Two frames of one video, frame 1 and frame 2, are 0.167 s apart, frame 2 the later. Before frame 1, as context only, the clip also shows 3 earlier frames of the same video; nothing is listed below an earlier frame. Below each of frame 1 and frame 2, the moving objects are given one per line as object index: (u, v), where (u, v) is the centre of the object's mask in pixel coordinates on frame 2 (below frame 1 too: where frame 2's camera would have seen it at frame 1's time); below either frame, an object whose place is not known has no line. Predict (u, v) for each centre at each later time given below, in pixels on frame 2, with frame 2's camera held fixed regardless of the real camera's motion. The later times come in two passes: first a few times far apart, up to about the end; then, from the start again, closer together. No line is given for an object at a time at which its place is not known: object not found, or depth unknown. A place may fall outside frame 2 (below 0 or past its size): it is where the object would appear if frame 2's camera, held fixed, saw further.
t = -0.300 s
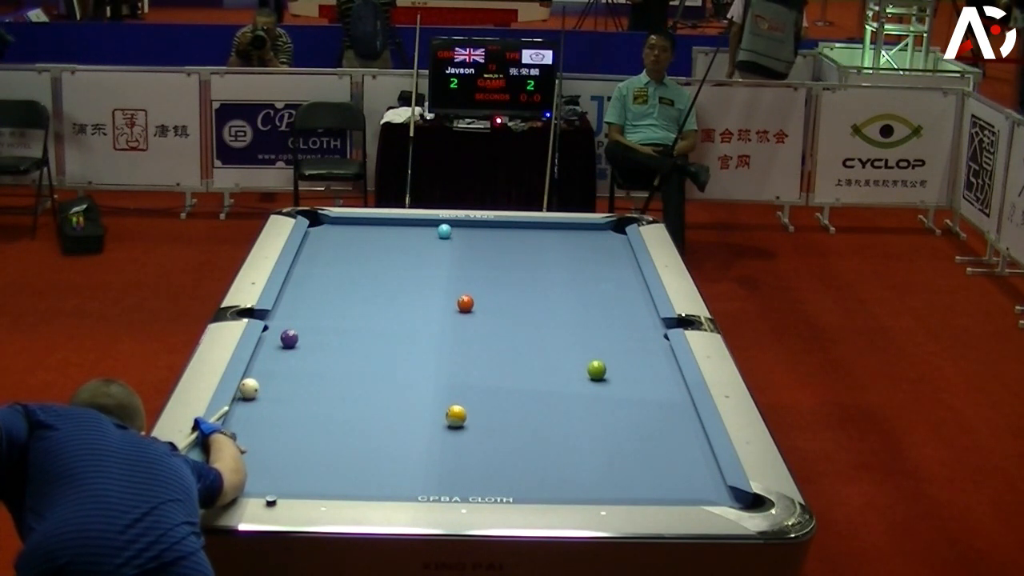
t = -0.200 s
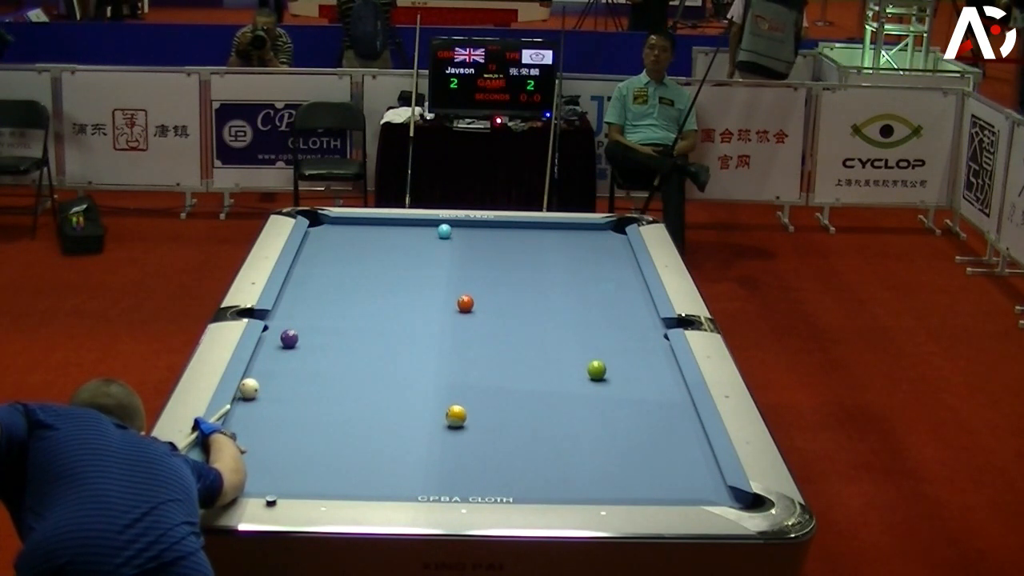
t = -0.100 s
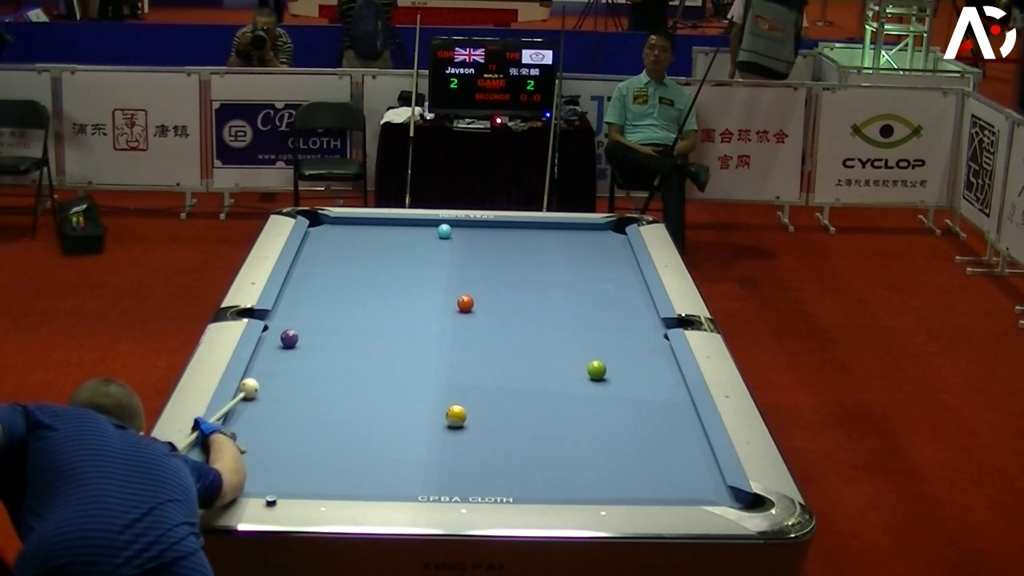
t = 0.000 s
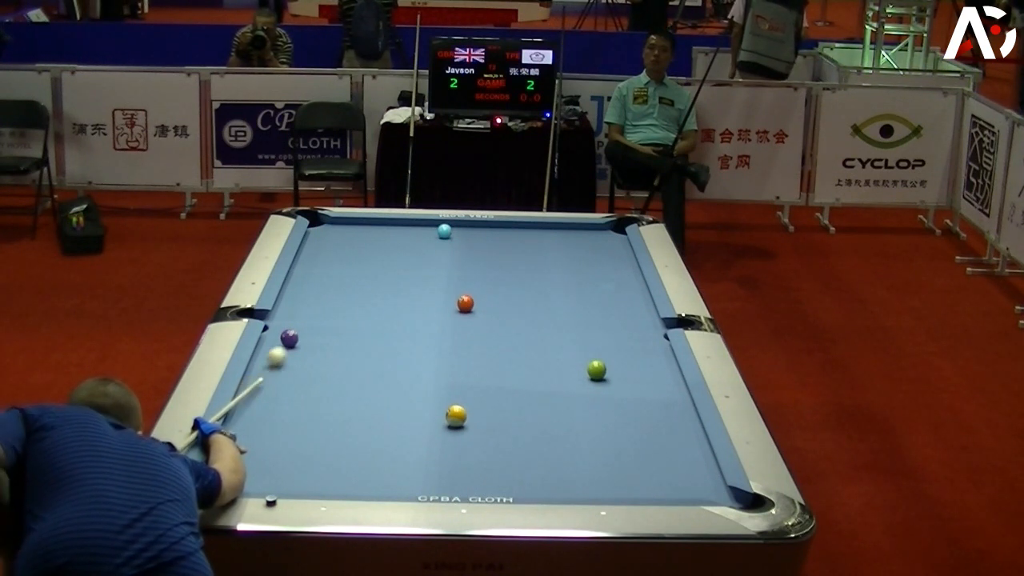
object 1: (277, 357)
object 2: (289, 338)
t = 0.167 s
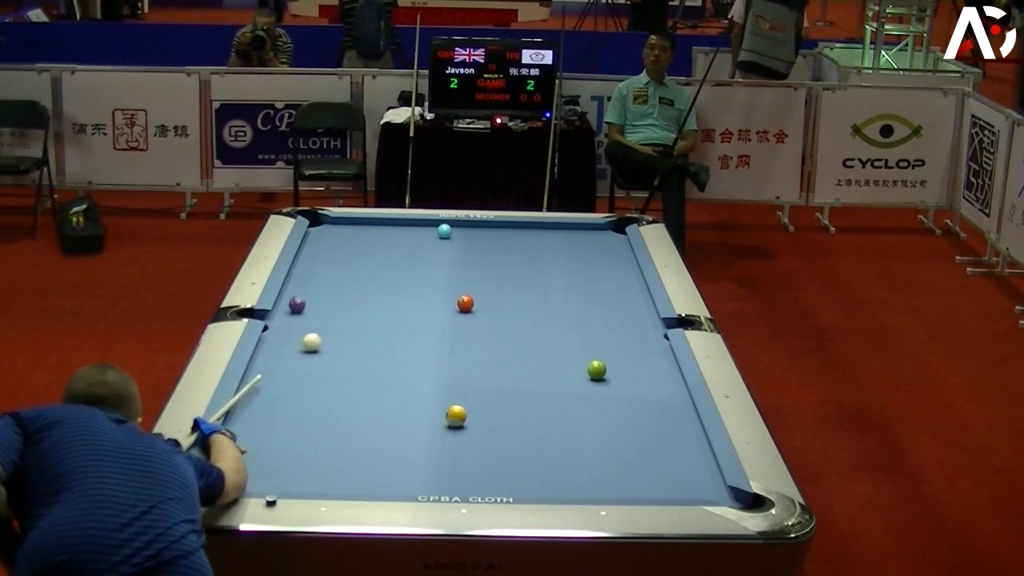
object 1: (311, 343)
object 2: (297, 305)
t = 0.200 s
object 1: (317, 342)
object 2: (298, 298)
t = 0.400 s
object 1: (350, 339)
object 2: (307, 262)
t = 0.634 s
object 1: (386, 334)
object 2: (314, 231)
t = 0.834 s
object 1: (416, 331)
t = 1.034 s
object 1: (444, 328)
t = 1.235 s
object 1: (470, 325)
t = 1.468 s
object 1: (500, 322)
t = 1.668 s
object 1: (524, 319)
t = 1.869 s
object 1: (547, 316)
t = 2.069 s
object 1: (568, 314)
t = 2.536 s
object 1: (610, 305)
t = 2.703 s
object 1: (629, 307)
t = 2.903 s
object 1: (645, 306)
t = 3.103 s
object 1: (639, 305)
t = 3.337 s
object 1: (630, 303)
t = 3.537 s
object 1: (624, 302)
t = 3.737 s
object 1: (618, 302)
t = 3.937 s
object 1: (614, 301)
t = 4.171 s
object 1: (610, 301)
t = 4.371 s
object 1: (608, 300)
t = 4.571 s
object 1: (607, 300)
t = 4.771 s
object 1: (607, 300)
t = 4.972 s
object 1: (607, 300)
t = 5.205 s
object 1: (607, 300)
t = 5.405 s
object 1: (607, 300)
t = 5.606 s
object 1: (607, 300)
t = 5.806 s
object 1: (607, 300)
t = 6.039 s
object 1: (607, 300)
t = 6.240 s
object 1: (607, 300)
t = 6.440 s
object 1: (607, 300)
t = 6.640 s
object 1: (607, 300)
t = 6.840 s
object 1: (607, 300)
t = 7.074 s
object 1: (607, 300)
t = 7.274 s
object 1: (607, 300)
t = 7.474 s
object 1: (606, 300)
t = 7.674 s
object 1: (607, 300)
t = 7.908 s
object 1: (606, 300)
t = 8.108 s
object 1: (607, 300)
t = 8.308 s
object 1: (606, 300)
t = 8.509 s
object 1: (607, 300)
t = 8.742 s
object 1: (607, 300)
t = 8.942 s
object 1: (606, 300)
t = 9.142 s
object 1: (607, 300)
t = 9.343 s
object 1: (607, 300)
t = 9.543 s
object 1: (606, 300)
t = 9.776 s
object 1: (607, 300)
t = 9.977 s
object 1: (607, 300)
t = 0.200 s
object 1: (317, 342)
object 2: (298, 298)
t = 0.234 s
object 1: (323, 342)
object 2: (300, 291)
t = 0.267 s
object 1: (328, 341)
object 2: (301, 284)
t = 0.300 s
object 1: (334, 340)
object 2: (303, 278)
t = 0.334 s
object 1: (339, 340)
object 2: (304, 272)
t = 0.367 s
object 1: (344, 339)
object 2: (306, 267)
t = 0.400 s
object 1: (350, 339)
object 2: (307, 262)
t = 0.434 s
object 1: (355, 338)
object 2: (308, 257)
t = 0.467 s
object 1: (361, 337)
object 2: (309, 252)
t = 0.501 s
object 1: (365, 337)
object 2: (310, 248)
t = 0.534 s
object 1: (371, 336)
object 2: (311, 244)
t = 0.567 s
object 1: (376, 336)
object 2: (312, 240)
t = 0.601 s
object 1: (381, 335)
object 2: (313, 236)
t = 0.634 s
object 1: (386, 334)
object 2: (314, 231)
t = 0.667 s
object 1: (391, 334)
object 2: (315, 227)
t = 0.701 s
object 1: (396, 333)
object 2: (316, 223)
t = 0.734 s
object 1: (401, 333)
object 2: (317, 220)
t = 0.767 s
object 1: (406, 332)
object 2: (314, 218)
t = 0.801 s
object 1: (411, 331)
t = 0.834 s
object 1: (416, 331)
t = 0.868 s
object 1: (420, 331)
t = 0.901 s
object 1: (425, 330)
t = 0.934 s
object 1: (430, 329)
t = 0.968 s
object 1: (435, 329)
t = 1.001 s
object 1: (439, 328)
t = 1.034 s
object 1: (444, 328)
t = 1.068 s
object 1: (448, 327)
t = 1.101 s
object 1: (453, 327)
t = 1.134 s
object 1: (457, 326)
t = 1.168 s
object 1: (462, 326)
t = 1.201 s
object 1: (466, 325)
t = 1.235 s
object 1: (470, 325)
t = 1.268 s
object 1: (475, 324)
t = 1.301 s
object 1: (479, 324)
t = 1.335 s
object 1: (484, 323)
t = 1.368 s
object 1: (488, 323)
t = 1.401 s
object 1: (492, 323)
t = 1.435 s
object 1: (496, 322)
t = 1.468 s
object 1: (500, 322)
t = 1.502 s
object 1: (505, 321)
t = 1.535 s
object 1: (508, 321)
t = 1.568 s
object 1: (513, 320)
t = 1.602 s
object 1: (516, 320)
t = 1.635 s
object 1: (520, 319)
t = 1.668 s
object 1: (524, 319)
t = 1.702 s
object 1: (528, 318)
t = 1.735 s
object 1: (533, 318)
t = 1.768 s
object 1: (536, 317)
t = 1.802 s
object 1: (539, 317)
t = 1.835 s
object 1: (543, 317)
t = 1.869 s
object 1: (547, 316)
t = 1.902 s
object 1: (551, 316)
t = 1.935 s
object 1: (554, 316)
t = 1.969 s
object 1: (558, 315)
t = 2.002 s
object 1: (561, 315)
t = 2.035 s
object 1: (565, 314)
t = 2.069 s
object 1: (568, 314)
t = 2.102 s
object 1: (575, 309)
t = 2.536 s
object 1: (610, 305)
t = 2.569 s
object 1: (617, 308)
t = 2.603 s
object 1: (620, 308)
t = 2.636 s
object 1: (623, 308)
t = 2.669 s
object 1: (626, 307)
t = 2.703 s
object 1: (629, 307)
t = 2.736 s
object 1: (631, 307)
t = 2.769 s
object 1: (634, 307)
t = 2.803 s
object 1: (637, 306)
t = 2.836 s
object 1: (640, 306)
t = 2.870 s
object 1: (642, 306)
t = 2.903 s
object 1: (645, 306)
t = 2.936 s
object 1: (646, 305)
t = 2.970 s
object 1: (644, 305)
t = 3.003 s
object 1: (643, 305)
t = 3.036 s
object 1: (642, 305)
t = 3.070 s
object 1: (641, 304)
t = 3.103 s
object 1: (639, 305)
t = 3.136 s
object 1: (638, 304)
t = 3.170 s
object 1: (637, 304)
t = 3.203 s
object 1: (635, 304)
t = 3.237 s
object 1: (634, 304)
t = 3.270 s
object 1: (632, 303)
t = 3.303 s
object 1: (631, 303)
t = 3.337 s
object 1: (630, 303)
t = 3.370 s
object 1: (629, 303)
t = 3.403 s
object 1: (628, 303)
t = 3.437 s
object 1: (627, 303)
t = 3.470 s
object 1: (626, 303)
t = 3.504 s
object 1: (625, 302)
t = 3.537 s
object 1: (624, 302)
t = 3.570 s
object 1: (623, 302)
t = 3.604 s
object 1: (622, 302)
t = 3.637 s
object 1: (621, 302)
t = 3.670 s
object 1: (620, 302)
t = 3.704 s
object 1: (620, 302)
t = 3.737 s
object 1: (618, 302)
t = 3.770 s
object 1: (617, 302)
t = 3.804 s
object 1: (617, 302)
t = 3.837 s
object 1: (616, 302)
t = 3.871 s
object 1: (615, 301)
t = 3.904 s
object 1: (615, 301)
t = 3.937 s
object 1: (614, 301)
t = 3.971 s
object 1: (613, 301)
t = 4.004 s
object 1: (613, 301)
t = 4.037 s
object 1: (612, 301)
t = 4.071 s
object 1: (612, 301)
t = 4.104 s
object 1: (611, 301)
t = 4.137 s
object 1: (611, 301)
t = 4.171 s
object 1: (610, 301)
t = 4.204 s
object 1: (610, 301)
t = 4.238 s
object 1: (610, 300)
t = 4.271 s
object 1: (609, 300)
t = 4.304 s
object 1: (609, 300)
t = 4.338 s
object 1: (608, 300)
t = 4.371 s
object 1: (608, 300)
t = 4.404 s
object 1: (607, 300)
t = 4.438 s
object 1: (607, 300)
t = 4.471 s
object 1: (607, 300)
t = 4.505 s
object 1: (607, 300)
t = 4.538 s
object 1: (607, 300)
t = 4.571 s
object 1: (607, 300)
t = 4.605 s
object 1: (607, 300)
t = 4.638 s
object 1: (607, 300)
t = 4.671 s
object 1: (607, 300)
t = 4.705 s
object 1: (607, 300)
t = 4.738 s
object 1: (607, 300)
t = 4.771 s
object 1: (607, 300)
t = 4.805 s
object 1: (607, 300)
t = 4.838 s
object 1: (607, 300)
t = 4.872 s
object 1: (607, 300)
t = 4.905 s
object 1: (607, 300)
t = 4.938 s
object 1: (607, 300)
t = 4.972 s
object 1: (607, 300)
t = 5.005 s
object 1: (607, 300)
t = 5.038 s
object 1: (607, 300)
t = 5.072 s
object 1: (607, 300)
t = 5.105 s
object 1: (607, 300)
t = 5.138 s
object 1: (607, 300)
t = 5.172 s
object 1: (607, 300)
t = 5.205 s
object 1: (607, 300)
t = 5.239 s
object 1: (607, 300)
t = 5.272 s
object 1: (607, 300)
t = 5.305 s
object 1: (607, 300)
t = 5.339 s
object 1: (607, 300)
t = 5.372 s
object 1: (607, 300)
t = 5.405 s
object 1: (607, 300)
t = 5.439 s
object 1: (607, 300)
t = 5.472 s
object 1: (607, 300)
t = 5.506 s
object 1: (607, 300)
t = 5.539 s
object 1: (607, 300)
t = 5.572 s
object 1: (607, 300)
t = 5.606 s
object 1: (607, 300)
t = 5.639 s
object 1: (607, 300)
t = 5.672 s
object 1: (607, 300)
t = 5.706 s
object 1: (607, 300)
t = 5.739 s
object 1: (607, 300)
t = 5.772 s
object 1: (607, 300)
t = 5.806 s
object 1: (607, 300)
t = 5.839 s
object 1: (607, 300)
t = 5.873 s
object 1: (607, 300)
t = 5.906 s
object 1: (607, 300)
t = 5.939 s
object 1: (607, 300)
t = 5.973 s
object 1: (607, 300)
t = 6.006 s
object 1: (607, 300)
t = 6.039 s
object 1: (607, 300)
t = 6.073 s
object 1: (607, 300)
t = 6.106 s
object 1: (607, 300)
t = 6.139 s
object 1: (607, 300)
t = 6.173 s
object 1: (607, 300)
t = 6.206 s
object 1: (607, 300)
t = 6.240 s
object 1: (607, 300)
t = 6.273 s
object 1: (607, 300)
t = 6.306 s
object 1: (607, 300)
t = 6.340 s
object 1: (607, 300)
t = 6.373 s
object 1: (607, 300)
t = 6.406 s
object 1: (607, 300)
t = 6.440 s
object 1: (607, 300)
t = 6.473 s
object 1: (607, 300)
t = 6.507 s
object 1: (607, 300)
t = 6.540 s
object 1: (607, 300)
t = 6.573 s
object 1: (607, 300)
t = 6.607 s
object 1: (607, 300)
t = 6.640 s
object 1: (607, 300)
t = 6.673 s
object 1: (607, 300)
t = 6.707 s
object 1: (607, 300)
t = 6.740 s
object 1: (607, 300)
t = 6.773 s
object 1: (607, 300)
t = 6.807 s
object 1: (607, 300)
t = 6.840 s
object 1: (607, 300)
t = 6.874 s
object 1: (607, 300)
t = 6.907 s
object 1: (607, 300)
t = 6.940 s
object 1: (607, 300)
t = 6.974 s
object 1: (607, 300)
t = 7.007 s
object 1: (607, 300)
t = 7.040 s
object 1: (607, 300)
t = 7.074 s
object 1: (607, 300)
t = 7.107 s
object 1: (607, 300)
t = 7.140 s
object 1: (607, 300)
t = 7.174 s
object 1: (607, 300)
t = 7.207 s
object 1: (607, 300)
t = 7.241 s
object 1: (607, 300)
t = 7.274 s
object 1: (607, 300)
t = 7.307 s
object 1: (607, 300)
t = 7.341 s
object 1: (607, 300)
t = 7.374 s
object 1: (607, 300)
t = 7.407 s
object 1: (607, 300)
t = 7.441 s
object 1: (607, 300)
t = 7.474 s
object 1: (606, 300)
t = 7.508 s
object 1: (607, 300)
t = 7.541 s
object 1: (607, 300)
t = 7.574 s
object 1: (607, 300)
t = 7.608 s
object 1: (607, 300)
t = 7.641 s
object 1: (607, 300)
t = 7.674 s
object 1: (607, 300)
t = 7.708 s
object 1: (606, 300)
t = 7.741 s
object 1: (606, 300)
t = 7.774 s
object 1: (606, 300)
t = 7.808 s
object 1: (606, 300)
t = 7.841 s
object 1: (606, 300)
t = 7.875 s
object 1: (606, 300)
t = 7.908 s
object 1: (606, 300)
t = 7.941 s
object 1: (606, 300)
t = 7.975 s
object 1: (607, 300)
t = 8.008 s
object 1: (607, 300)
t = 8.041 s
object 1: (607, 300)
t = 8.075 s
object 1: (607, 300)
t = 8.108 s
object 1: (607, 300)
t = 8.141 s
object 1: (607, 300)
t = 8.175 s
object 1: (606, 300)
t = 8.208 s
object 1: (606, 300)
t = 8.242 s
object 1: (606, 300)
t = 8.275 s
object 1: (607, 300)
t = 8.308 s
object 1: (606, 300)
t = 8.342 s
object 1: (607, 300)
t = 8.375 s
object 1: (606, 300)
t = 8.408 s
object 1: (606, 300)
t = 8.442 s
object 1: (607, 300)
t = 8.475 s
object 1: (606, 300)
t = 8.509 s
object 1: (607, 300)
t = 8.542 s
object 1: (606, 300)
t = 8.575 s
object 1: (606, 300)
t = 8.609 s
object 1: (606, 300)
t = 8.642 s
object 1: (606, 300)
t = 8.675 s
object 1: (606, 300)
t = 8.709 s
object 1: (607, 300)
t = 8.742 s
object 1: (607, 300)
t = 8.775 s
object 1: (607, 300)
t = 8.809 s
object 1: (606, 300)
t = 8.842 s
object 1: (606, 300)
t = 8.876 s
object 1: (607, 300)
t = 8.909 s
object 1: (607, 300)
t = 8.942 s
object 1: (606, 300)
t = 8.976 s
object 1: (607, 300)
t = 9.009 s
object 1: (606, 300)
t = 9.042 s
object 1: (607, 300)
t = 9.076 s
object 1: (607, 300)
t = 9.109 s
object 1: (607, 300)
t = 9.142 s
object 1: (607, 300)
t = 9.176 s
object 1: (607, 300)
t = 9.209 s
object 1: (607, 300)
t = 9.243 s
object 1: (607, 300)
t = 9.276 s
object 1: (607, 300)
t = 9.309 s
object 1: (607, 300)
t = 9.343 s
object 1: (607, 300)
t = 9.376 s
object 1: (607, 300)
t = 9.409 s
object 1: (607, 300)
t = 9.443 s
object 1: (607, 300)
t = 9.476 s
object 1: (607, 300)
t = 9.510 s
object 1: (606, 300)
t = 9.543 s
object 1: (606, 300)
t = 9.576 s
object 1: (606, 300)
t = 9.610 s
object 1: (606, 300)
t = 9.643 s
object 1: (606, 300)
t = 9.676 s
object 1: (607, 300)
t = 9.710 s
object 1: (607, 300)
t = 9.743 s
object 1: (607, 300)
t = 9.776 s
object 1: (607, 300)
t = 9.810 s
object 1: (607, 300)
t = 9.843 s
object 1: (607, 300)
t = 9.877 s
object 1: (607, 300)
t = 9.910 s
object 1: (607, 300)
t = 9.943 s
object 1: (607, 300)
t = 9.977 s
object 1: (607, 300)
